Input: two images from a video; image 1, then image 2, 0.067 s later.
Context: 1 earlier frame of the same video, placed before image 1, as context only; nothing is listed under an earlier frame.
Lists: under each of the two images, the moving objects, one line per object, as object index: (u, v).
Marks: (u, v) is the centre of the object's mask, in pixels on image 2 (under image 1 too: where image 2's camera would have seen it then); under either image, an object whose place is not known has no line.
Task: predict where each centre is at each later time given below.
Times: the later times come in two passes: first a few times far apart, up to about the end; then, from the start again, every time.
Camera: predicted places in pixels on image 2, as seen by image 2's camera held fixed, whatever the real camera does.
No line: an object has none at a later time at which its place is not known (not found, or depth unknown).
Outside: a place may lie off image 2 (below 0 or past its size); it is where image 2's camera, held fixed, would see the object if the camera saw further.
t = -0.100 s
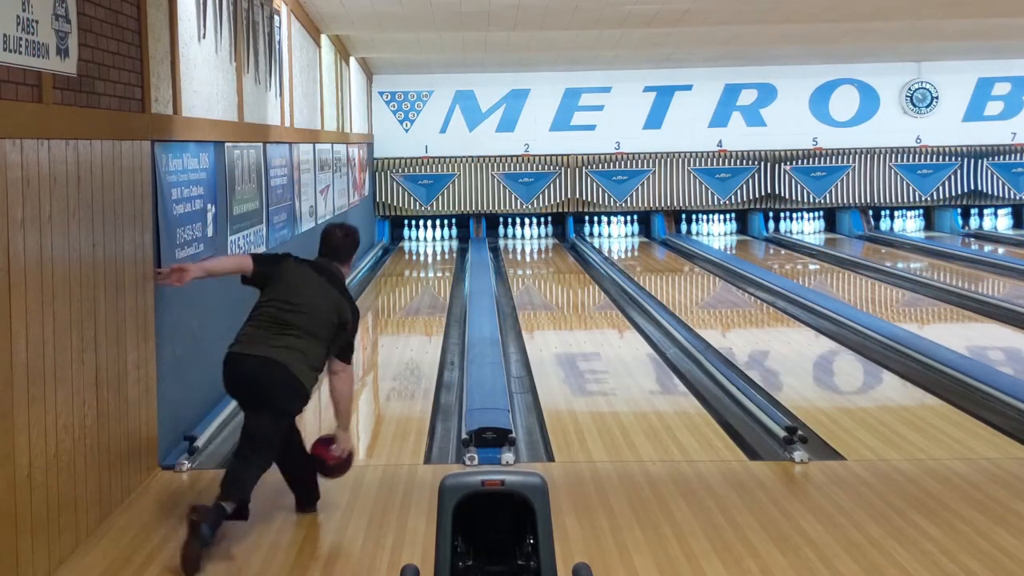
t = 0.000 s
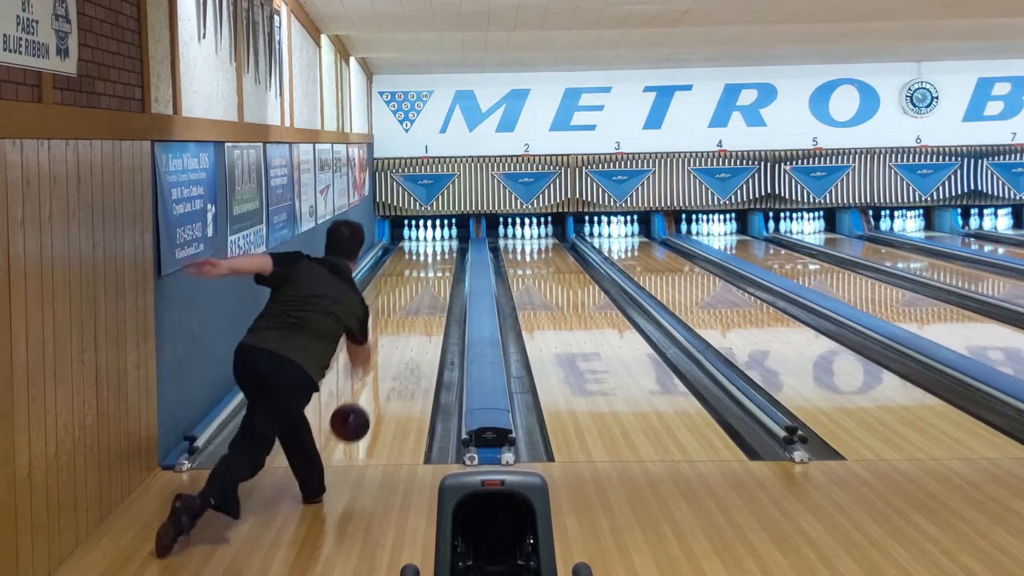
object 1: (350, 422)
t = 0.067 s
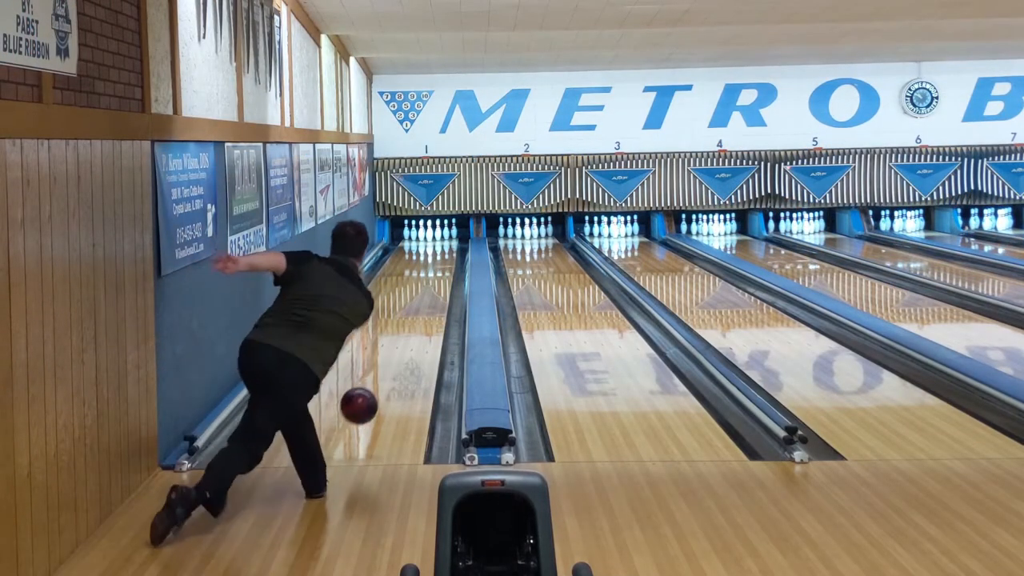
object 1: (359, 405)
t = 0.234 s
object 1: (377, 398)
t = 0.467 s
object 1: (396, 357)
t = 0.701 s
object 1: (408, 328)
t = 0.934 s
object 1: (417, 306)
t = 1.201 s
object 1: (425, 287)
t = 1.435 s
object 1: (430, 274)
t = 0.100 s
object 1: (363, 400)
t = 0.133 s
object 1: (367, 397)
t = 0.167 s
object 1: (371, 396)
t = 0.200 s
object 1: (374, 397)
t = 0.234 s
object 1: (377, 398)
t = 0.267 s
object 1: (380, 389)
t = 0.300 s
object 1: (383, 381)
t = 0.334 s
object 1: (386, 376)
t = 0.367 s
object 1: (389, 372)
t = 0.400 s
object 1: (391, 367)
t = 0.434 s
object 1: (393, 362)
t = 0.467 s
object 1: (396, 357)
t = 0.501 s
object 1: (398, 353)
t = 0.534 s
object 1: (400, 348)
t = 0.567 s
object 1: (401, 344)
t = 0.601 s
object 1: (403, 339)
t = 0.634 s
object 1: (405, 336)
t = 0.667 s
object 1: (407, 332)
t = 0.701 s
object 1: (408, 328)
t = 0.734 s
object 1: (410, 325)
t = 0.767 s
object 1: (412, 324)
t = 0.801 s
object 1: (418, 316)
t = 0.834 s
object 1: (414, 315)
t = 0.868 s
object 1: (415, 312)
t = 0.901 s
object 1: (416, 309)
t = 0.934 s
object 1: (417, 306)
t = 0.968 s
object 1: (418, 304)
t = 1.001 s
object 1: (420, 301)
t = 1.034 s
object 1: (421, 299)
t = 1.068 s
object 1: (422, 296)
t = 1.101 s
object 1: (422, 294)
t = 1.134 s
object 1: (423, 291)
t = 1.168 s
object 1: (424, 289)
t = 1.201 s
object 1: (425, 287)
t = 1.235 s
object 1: (426, 285)
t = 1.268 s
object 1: (427, 283)
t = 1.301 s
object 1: (427, 281)
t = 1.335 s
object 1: (428, 279)
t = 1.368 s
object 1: (429, 277)
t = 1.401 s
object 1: (429, 276)
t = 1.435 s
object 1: (430, 274)
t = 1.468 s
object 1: (430, 272)
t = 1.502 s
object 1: (431, 270)
